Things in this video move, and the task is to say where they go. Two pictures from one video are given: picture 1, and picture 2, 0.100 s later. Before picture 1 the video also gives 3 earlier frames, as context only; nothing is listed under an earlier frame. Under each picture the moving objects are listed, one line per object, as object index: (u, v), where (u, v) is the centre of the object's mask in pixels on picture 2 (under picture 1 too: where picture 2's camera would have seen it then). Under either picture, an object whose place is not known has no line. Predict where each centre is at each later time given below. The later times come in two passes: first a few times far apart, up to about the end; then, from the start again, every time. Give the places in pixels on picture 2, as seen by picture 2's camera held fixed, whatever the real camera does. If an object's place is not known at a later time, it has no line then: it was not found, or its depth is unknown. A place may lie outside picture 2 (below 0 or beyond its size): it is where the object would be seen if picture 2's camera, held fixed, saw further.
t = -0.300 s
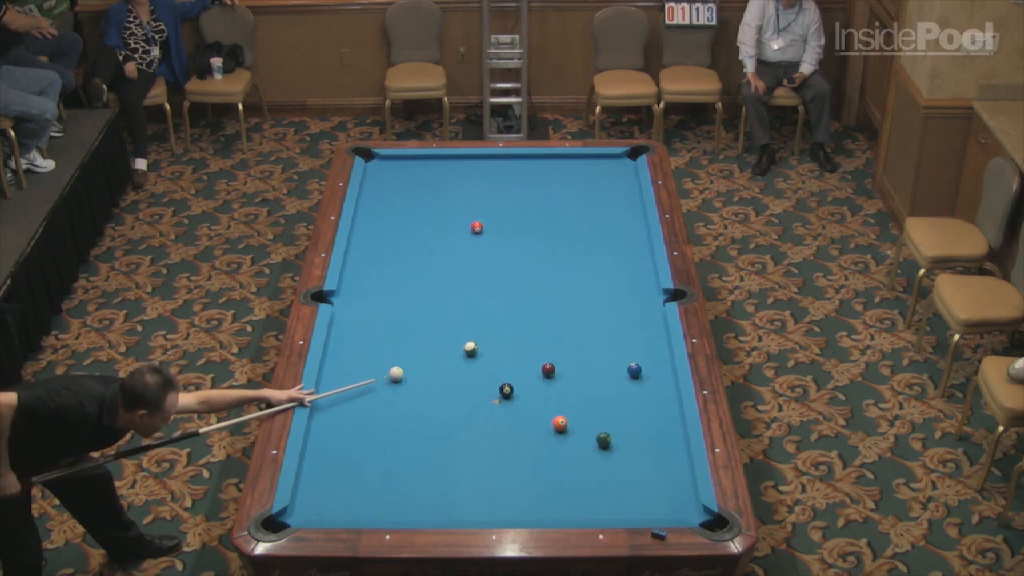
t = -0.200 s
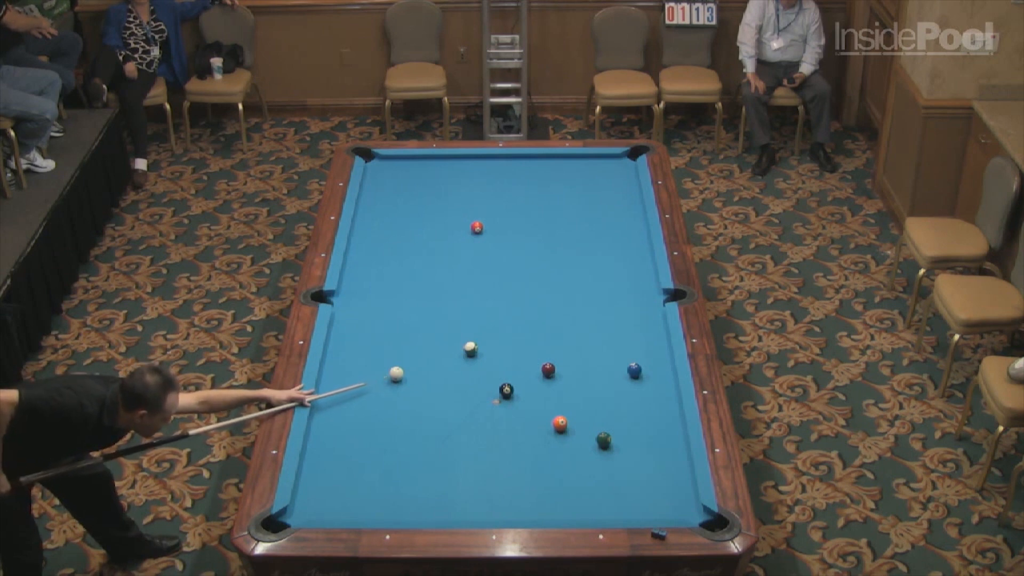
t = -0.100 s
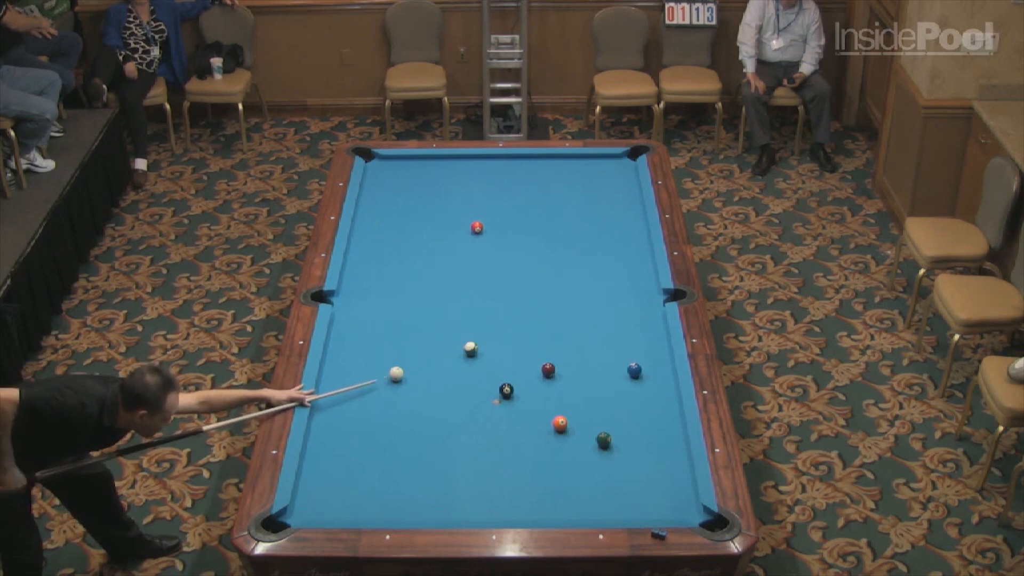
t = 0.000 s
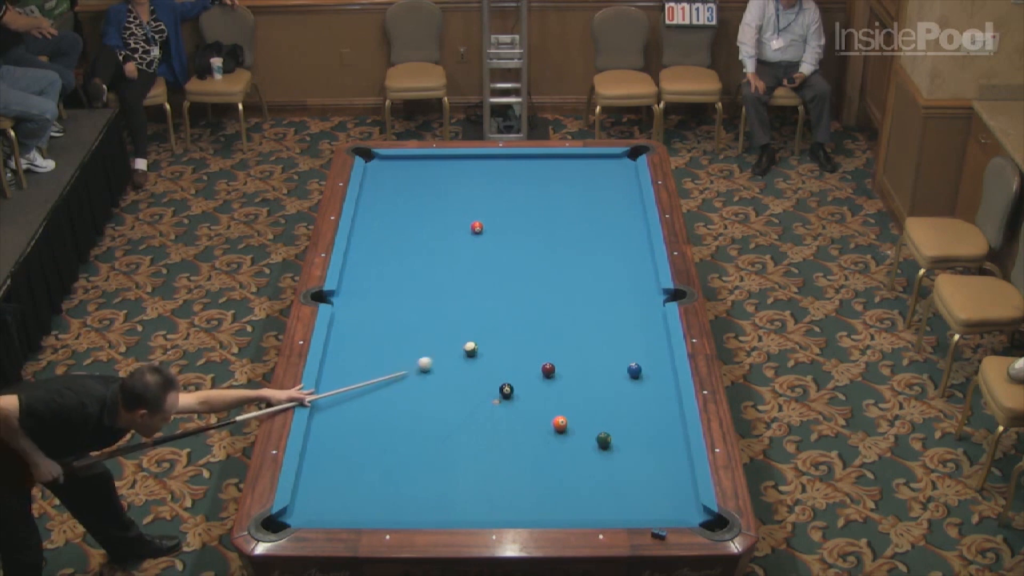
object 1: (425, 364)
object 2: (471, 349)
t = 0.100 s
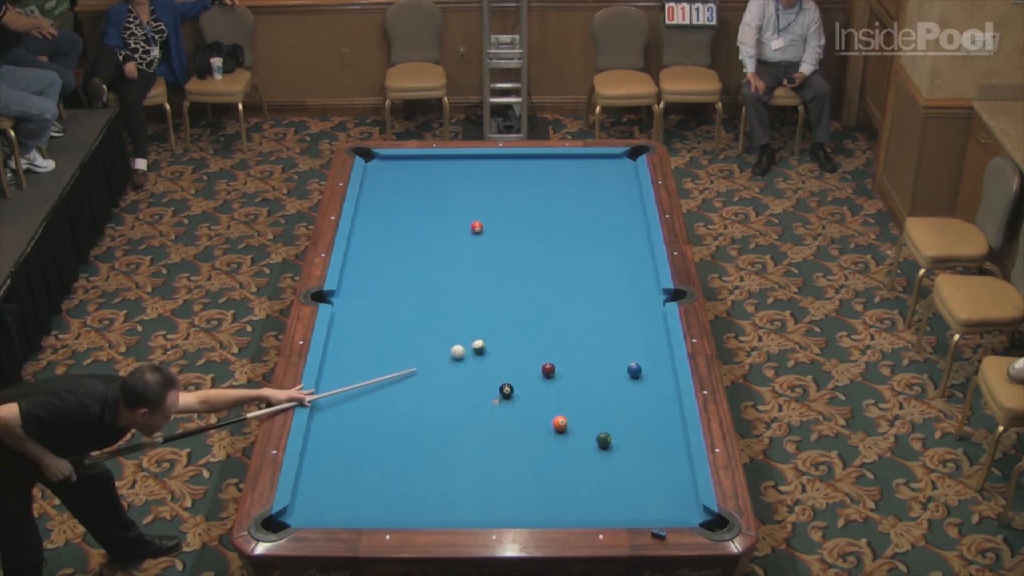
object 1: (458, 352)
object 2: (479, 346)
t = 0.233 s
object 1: (456, 349)
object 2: (525, 334)
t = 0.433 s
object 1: (454, 346)
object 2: (582, 319)
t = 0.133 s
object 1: (457, 351)
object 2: (492, 343)
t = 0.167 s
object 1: (457, 351)
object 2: (504, 340)
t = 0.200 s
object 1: (457, 350)
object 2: (516, 337)
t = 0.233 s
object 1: (456, 349)
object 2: (525, 334)
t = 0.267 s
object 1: (456, 349)
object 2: (536, 331)
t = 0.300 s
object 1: (456, 348)
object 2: (546, 329)
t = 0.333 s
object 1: (455, 348)
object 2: (554, 326)
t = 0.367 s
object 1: (455, 347)
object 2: (565, 324)
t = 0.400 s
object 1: (455, 347)
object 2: (572, 322)
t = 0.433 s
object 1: (454, 346)
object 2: (582, 319)
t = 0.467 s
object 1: (454, 345)
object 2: (589, 317)
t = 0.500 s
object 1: (453, 345)
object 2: (599, 314)
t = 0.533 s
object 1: (453, 344)
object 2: (607, 312)
